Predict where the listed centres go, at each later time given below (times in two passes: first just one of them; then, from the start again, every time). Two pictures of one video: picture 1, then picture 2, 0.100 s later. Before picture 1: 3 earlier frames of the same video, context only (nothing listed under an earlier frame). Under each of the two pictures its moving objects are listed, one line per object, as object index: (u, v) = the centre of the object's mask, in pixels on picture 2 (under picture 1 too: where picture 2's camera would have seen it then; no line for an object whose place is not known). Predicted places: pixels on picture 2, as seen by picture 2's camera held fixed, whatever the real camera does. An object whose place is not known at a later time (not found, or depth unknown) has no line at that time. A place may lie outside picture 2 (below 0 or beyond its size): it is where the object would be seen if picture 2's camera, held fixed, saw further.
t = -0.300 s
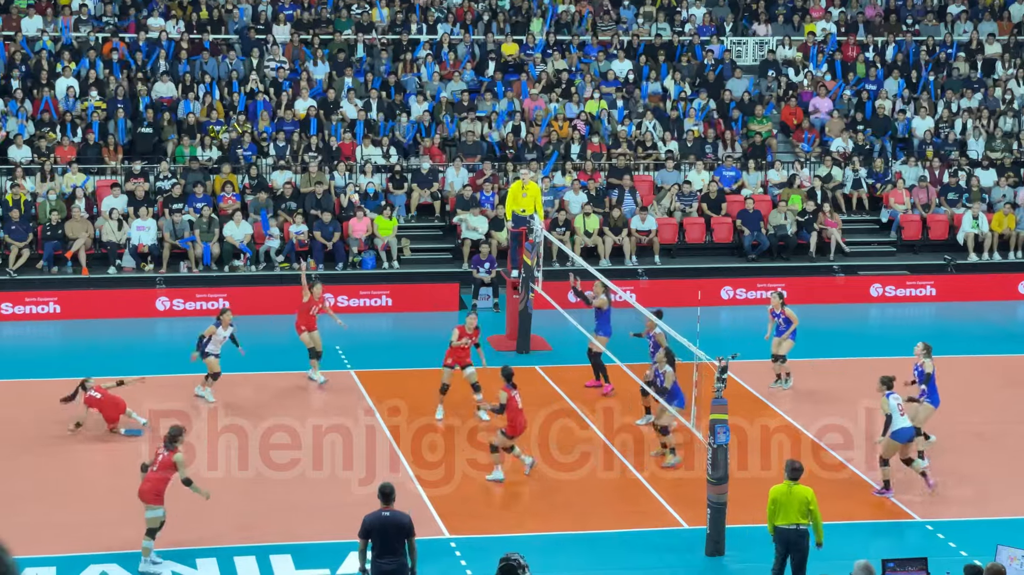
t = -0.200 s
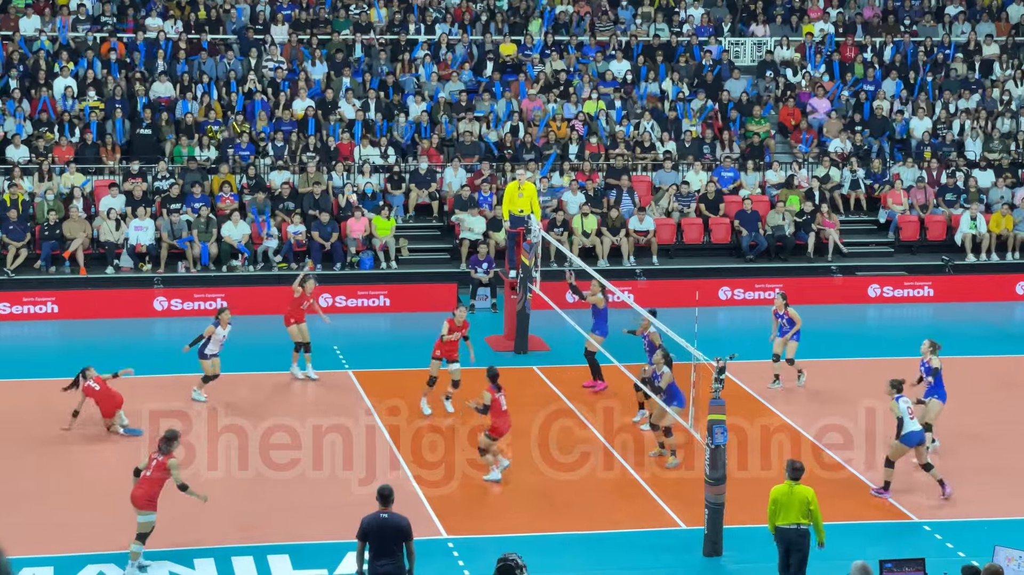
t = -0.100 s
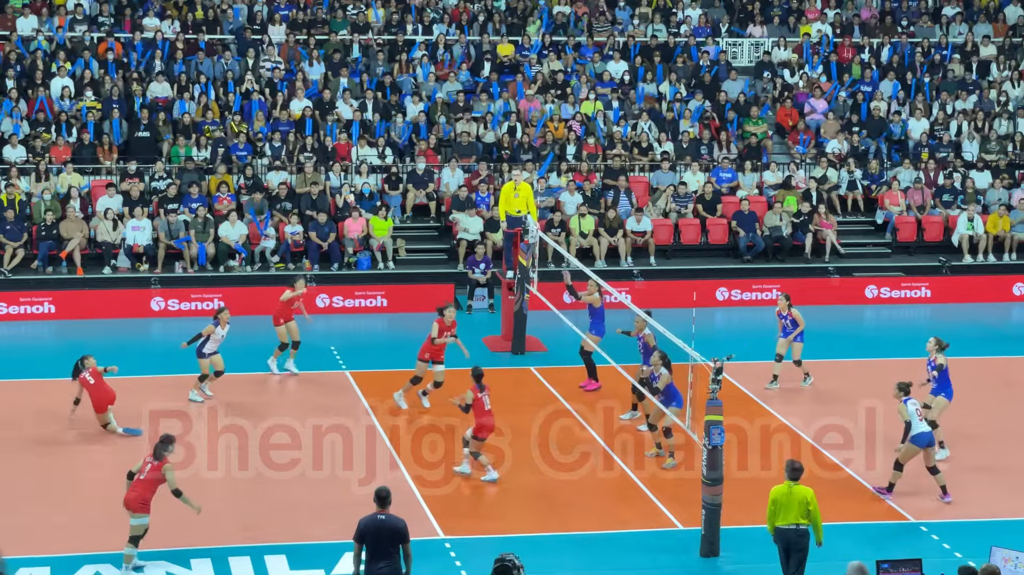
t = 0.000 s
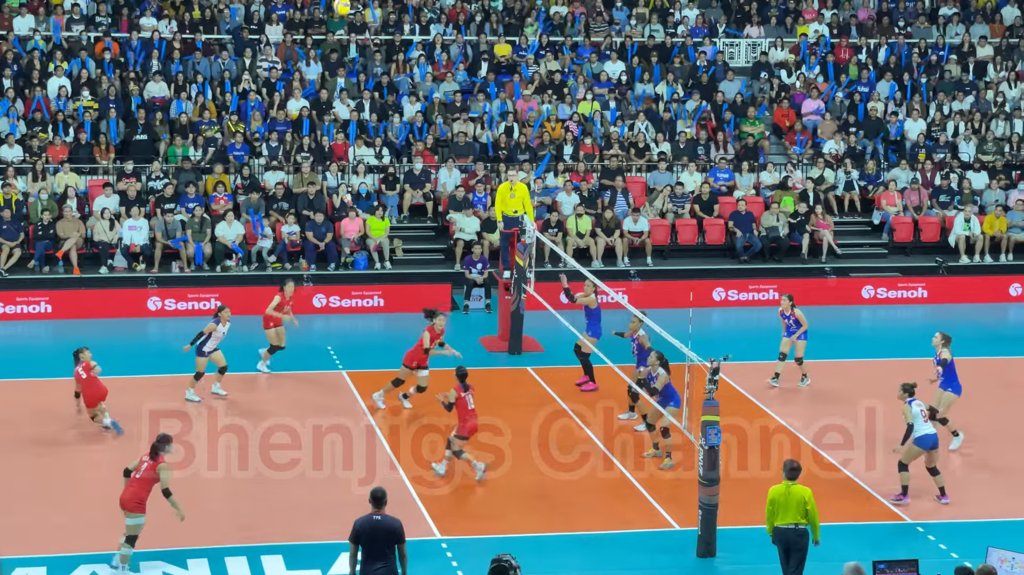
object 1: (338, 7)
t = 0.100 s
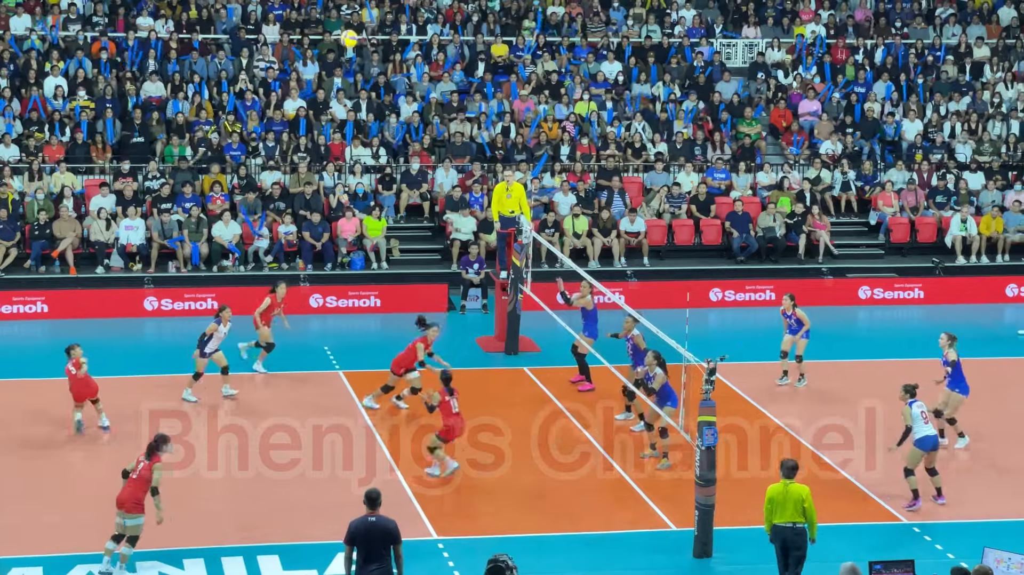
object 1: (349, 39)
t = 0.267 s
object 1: (365, 109)
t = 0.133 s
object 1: (352, 51)
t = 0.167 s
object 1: (355, 65)
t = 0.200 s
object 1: (359, 79)
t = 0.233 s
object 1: (362, 93)
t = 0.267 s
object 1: (365, 109)
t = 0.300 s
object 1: (370, 125)
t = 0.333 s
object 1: (374, 140)
